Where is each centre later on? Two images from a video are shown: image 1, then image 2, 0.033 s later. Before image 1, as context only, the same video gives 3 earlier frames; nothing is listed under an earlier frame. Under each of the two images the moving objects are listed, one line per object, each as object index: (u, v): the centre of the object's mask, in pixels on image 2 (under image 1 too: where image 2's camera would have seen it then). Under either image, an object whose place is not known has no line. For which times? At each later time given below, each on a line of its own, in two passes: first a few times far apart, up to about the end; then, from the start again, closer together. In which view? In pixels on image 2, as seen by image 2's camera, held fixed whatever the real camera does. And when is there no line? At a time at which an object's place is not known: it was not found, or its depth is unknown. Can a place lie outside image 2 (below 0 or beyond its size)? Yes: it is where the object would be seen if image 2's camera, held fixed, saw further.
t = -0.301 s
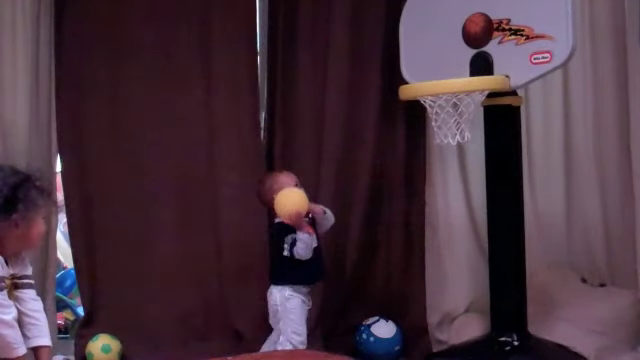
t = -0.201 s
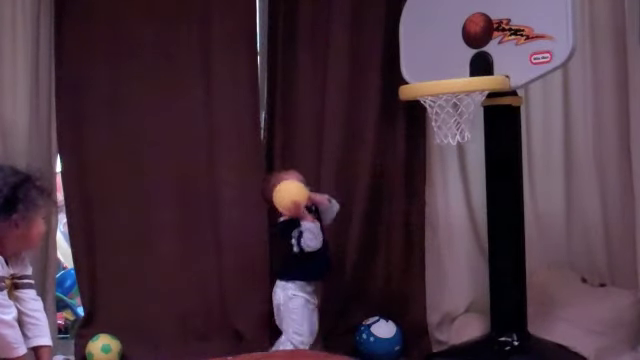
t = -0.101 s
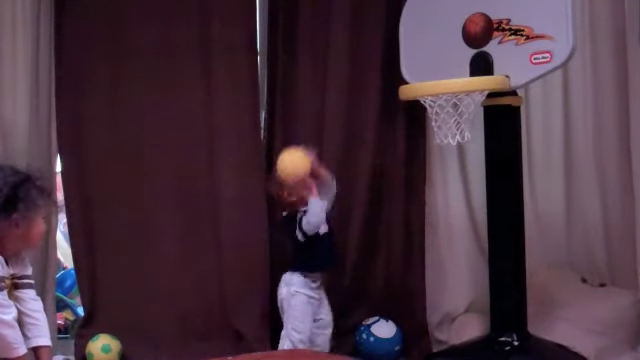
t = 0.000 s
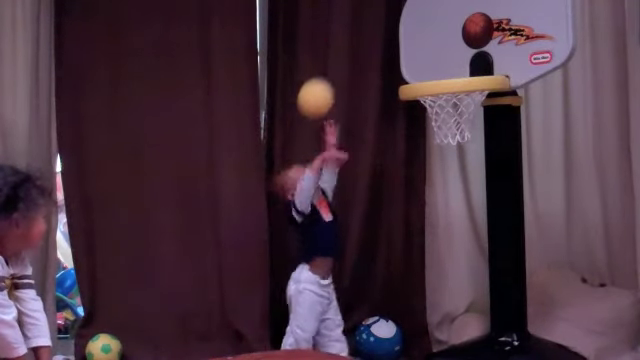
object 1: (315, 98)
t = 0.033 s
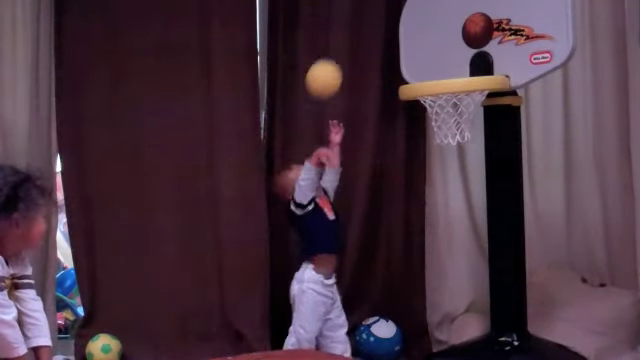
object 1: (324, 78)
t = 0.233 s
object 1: (374, 26)
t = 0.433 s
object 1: (427, 71)
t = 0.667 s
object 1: (492, 182)
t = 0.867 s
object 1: (527, 339)
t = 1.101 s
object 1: (507, 293)
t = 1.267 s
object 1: (489, 348)
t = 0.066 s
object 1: (332, 63)
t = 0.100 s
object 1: (340, 49)
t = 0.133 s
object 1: (348, 39)
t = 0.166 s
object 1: (357, 32)
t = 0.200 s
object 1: (365, 27)
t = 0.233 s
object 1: (374, 26)
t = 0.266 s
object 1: (382, 27)
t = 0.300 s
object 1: (391, 31)
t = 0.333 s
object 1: (400, 39)
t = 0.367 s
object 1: (409, 48)
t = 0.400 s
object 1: (418, 62)
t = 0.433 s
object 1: (427, 71)
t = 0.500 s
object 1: (451, 105)
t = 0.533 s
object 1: (463, 114)
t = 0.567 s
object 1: (474, 130)
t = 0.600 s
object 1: (479, 144)
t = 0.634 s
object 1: (484, 161)
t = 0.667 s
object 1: (492, 182)
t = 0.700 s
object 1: (499, 205)
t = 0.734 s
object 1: (505, 232)
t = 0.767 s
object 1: (511, 261)
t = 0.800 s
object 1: (518, 293)
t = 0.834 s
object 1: (525, 327)
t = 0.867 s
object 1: (527, 339)
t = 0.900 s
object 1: (524, 326)
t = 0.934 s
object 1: (521, 313)
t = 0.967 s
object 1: (519, 303)
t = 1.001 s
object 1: (516, 296)
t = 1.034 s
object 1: (513, 292)
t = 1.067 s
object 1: (510, 291)
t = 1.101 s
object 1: (507, 293)
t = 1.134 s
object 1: (504, 298)
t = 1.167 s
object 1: (501, 307)
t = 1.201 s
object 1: (498, 320)
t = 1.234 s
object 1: (493, 336)
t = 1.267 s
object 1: (489, 348)
